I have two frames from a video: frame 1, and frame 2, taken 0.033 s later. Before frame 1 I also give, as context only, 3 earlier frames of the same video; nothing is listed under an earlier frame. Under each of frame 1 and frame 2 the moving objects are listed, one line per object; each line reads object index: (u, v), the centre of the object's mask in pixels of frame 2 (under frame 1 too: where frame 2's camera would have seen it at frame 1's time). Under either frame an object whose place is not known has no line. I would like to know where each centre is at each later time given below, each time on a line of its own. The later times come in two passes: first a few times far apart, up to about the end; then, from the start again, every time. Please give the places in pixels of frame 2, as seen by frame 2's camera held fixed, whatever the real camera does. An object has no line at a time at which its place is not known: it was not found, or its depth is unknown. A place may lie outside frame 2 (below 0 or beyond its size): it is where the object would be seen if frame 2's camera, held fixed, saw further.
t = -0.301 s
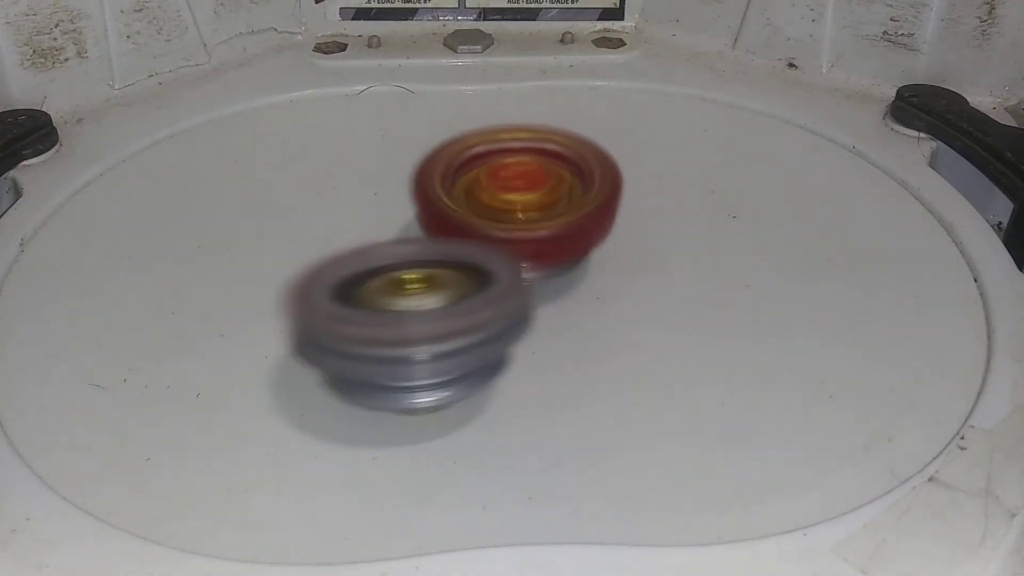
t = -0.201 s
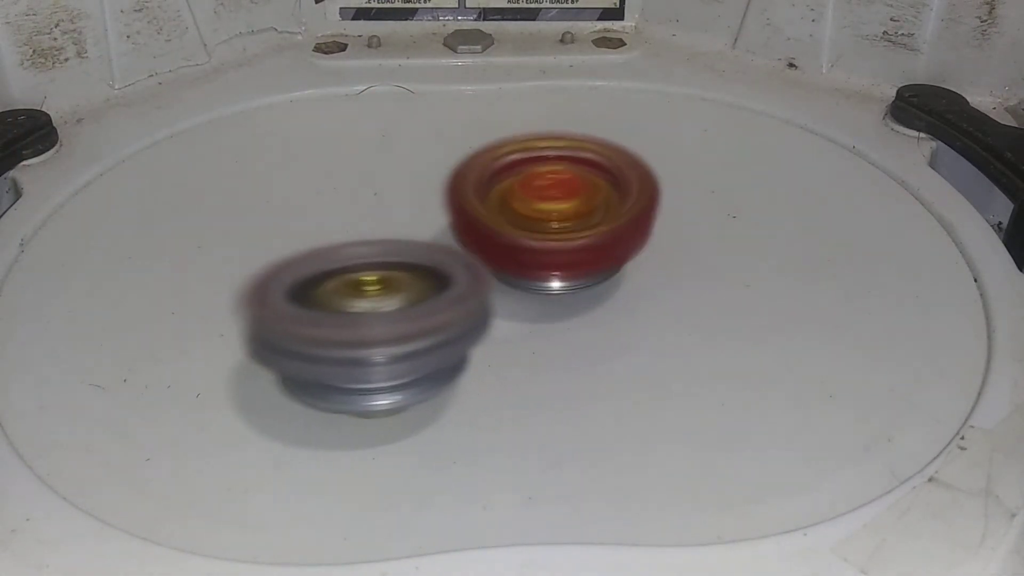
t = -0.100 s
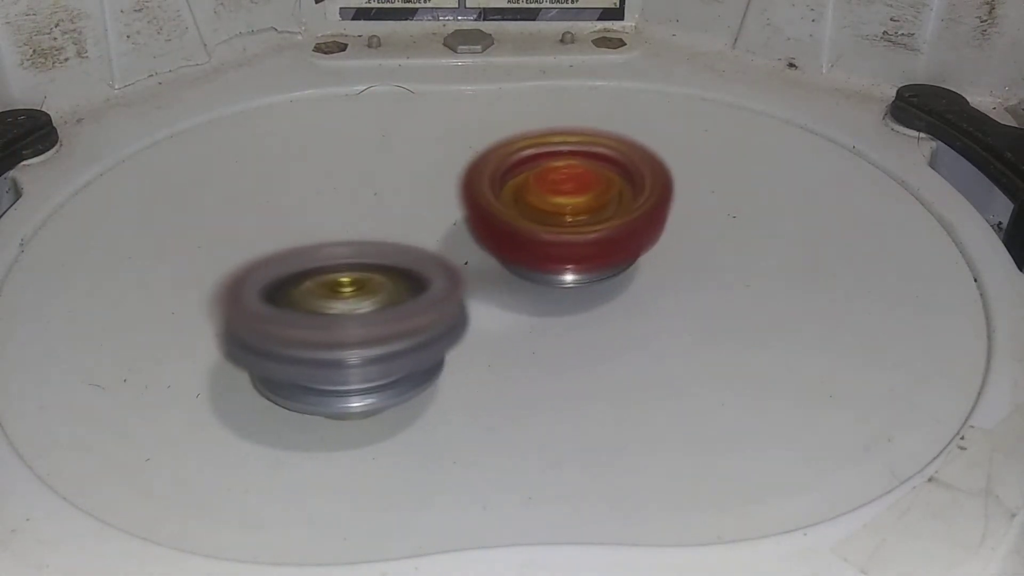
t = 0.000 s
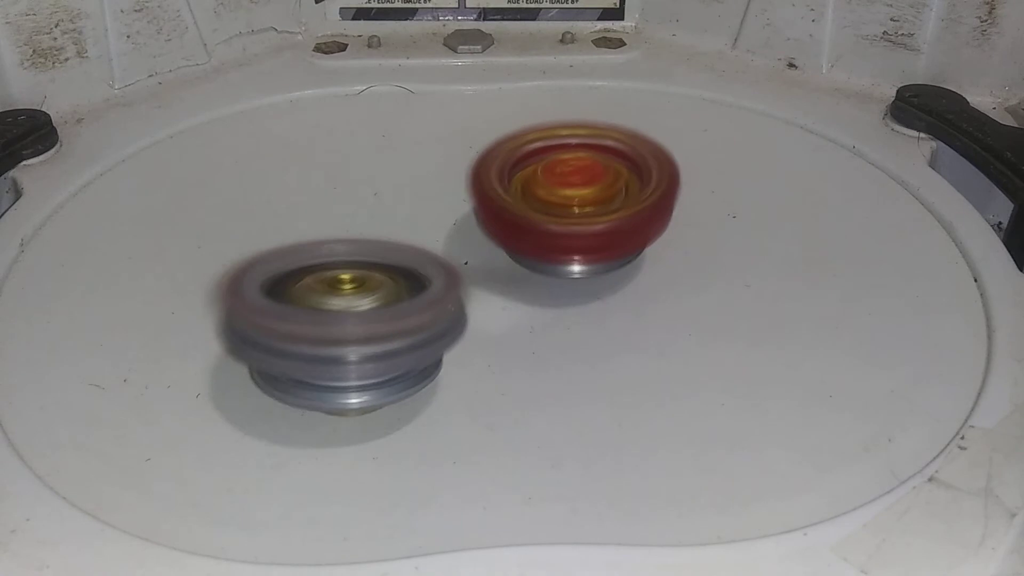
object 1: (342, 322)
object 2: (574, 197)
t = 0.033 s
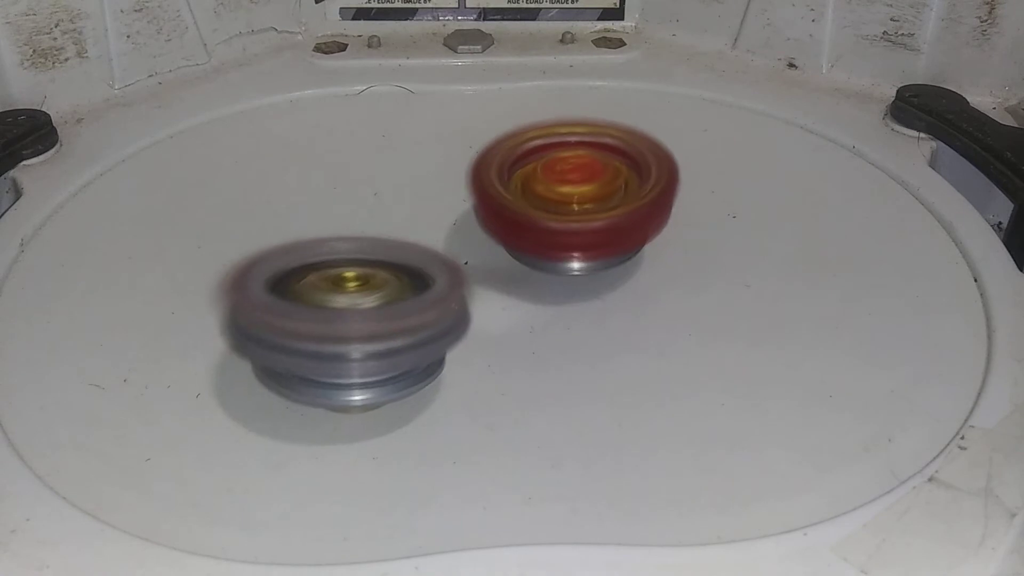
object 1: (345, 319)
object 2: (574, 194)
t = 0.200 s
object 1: (355, 299)
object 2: (552, 192)
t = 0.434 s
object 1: (297, 269)
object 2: (554, 220)
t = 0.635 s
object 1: (258, 251)
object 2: (586, 219)
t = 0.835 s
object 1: (272, 236)
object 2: (581, 209)
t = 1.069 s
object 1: (329, 188)
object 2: (550, 232)
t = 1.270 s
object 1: (359, 143)
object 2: (579, 251)
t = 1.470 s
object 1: (377, 114)
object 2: (595, 238)
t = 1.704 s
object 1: (390, 123)
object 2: (549, 224)
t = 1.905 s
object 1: (429, 143)
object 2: (544, 269)
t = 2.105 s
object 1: (501, 141)
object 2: (583, 270)
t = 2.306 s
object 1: (577, 124)
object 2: (601, 266)
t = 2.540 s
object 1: (605, 115)
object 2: (572, 255)
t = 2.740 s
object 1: (603, 129)
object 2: (504, 264)
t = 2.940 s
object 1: (643, 157)
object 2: (496, 270)
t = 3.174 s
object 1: (708, 189)
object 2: (435, 256)
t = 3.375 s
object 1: (731, 218)
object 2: (447, 263)
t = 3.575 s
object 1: (733, 246)
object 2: (421, 247)
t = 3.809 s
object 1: (700, 276)
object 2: (425, 223)
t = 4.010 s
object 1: (642, 294)
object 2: (411, 214)
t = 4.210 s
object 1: (608, 295)
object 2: (407, 208)
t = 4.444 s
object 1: (544, 301)
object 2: (419, 192)
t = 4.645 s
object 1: (519, 287)
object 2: (415, 175)
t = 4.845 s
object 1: (468, 286)
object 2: (416, 157)
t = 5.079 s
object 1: (423, 274)
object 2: (417, 147)
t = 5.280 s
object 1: (397, 278)
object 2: (440, 147)
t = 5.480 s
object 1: (387, 269)
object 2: (473, 154)
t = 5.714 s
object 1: (348, 295)
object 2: (570, 152)
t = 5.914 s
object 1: (363, 287)
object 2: (638, 141)
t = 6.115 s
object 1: (387, 269)
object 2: (678, 135)
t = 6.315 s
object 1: (417, 246)
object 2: (691, 143)
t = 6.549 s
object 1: (443, 207)
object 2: (686, 174)
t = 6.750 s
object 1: (457, 191)
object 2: (689, 222)
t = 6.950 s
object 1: (443, 173)
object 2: (740, 271)
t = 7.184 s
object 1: (442, 163)
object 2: (758, 301)
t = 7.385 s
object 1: (454, 163)
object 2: (726, 308)
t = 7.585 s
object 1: (469, 171)
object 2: (641, 306)
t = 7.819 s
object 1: (488, 164)
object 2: (537, 315)
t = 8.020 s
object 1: (511, 171)
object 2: (485, 312)
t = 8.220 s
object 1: (537, 174)
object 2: (396, 294)
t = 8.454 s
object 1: (551, 185)
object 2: (291, 261)
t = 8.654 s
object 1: (563, 198)
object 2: (255, 243)
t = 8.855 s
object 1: (573, 210)
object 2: (266, 229)
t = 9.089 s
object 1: (571, 225)
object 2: (340, 205)
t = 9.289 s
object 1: (584, 243)
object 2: (402, 172)
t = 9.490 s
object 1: (564, 244)
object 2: (437, 138)
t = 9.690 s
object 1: (542, 242)
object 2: (453, 127)
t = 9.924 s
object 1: (525, 265)
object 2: (490, 136)
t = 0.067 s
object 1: (350, 315)
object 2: (572, 192)
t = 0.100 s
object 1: (353, 311)
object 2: (567, 190)
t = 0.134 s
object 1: (356, 307)
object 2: (563, 190)
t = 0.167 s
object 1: (356, 303)
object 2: (557, 191)
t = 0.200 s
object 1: (355, 299)
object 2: (552, 192)
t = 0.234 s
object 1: (351, 294)
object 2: (548, 195)
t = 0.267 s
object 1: (345, 289)
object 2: (545, 198)
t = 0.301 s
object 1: (337, 285)
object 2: (543, 202)
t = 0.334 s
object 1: (328, 281)
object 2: (539, 205)
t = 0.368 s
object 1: (318, 277)
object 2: (538, 208)
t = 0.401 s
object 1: (307, 273)
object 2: (545, 214)
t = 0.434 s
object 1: (297, 269)
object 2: (554, 220)
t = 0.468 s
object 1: (288, 266)
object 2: (560, 221)
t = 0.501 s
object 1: (279, 262)
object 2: (565, 221)
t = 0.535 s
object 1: (272, 259)
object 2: (571, 221)
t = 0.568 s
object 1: (265, 256)
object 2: (577, 222)
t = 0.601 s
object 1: (261, 254)
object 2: (582, 221)
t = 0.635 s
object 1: (258, 251)
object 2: (586, 219)
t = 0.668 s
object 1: (256, 249)
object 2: (589, 218)
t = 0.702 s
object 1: (256, 246)
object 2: (591, 216)
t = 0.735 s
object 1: (258, 244)
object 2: (591, 214)
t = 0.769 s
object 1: (262, 242)
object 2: (589, 212)
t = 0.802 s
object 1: (266, 239)
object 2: (586, 210)
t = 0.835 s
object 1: (272, 236)
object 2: (581, 209)
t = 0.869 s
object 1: (280, 231)
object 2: (575, 209)
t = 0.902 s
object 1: (288, 226)
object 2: (568, 210)
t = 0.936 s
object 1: (297, 220)
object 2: (563, 212)
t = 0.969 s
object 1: (306, 213)
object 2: (558, 215)
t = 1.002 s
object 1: (315, 205)
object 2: (552, 217)
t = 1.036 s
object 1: (323, 197)
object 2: (548, 222)
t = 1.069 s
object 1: (329, 188)
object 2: (550, 232)
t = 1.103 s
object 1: (335, 180)
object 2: (553, 244)
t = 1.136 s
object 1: (340, 172)
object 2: (557, 250)
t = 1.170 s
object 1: (346, 164)
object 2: (561, 250)
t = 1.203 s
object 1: (350, 157)
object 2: (567, 250)
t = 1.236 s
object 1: (355, 150)
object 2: (573, 251)
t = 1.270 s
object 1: (359, 143)
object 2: (579, 251)
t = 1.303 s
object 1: (363, 135)
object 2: (585, 251)
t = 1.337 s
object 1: (368, 129)
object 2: (589, 249)
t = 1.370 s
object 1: (371, 123)
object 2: (593, 247)
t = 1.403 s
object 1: (373, 119)
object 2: (595, 244)
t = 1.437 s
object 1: (376, 116)
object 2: (596, 242)
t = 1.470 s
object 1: (377, 114)
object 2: (595, 238)
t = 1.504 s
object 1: (378, 113)
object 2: (592, 235)
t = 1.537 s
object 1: (379, 112)
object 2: (588, 231)
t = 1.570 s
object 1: (380, 113)
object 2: (582, 228)
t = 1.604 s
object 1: (382, 115)
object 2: (575, 226)
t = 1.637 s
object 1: (384, 117)
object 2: (567, 225)
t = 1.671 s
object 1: (386, 119)
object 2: (559, 225)
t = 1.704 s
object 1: (390, 123)
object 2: (549, 224)
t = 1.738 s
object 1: (394, 126)
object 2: (543, 227)
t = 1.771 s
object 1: (399, 129)
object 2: (541, 238)
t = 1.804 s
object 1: (404, 133)
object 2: (536, 255)
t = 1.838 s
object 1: (411, 137)
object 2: (531, 266)
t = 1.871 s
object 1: (420, 141)
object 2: (536, 269)
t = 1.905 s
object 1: (429, 143)
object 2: (544, 269)
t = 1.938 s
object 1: (440, 145)
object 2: (551, 269)
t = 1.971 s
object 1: (452, 147)
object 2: (559, 269)
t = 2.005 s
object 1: (464, 148)
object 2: (564, 270)
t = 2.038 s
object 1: (476, 145)
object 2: (570, 271)
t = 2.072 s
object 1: (489, 142)
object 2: (577, 271)
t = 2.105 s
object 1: (501, 141)
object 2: (583, 270)
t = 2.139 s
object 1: (515, 139)
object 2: (589, 269)
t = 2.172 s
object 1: (529, 138)
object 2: (593, 268)
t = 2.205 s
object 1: (545, 134)
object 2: (595, 269)
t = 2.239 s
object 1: (557, 130)
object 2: (598, 269)
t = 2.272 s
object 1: (569, 127)
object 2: (600, 267)
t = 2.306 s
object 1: (577, 124)
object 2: (601, 266)
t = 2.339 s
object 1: (585, 121)
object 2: (600, 264)
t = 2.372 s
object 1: (592, 118)
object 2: (597, 262)
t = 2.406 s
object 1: (597, 116)
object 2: (594, 260)
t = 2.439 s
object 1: (601, 115)
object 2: (590, 259)
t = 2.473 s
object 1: (603, 114)
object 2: (584, 257)
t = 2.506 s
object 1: (604, 114)
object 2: (578, 256)
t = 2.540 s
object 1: (605, 115)
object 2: (572, 255)
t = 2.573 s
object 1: (604, 116)
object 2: (563, 254)
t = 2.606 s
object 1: (603, 117)
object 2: (556, 254)
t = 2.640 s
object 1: (602, 118)
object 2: (549, 252)
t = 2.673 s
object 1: (603, 120)
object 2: (540, 251)
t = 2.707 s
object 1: (603, 124)
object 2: (526, 256)
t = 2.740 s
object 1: (603, 129)
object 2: (504, 264)
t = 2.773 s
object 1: (606, 134)
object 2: (487, 268)
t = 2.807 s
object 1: (611, 139)
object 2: (482, 269)
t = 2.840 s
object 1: (616, 143)
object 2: (483, 270)
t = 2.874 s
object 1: (623, 148)
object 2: (486, 270)
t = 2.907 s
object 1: (633, 153)
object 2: (491, 270)
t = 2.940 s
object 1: (643, 157)
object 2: (496, 270)
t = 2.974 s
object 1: (654, 162)
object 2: (499, 269)
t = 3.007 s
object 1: (664, 166)
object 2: (498, 267)
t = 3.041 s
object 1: (673, 171)
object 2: (492, 265)
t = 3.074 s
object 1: (682, 176)
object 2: (478, 263)
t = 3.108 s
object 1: (691, 180)
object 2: (460, 261)
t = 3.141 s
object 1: (700, 185)
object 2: (443, 258)
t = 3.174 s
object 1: (708, 189)
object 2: (435, 256)
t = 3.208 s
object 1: (716, 195)
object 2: (433, 255)
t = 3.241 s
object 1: (721, 201)
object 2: (435, 256)
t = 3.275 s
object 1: (724, 206)
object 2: (436, 258)
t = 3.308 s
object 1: (726, 210)
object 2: (438, 260)
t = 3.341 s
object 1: (729, 214)
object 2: (442, 262)
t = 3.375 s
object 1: (731, 218)
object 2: (447, 263)
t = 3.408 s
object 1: (734, 222)
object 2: (451, 261)
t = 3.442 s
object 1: (735, 227)
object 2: (446, 256)
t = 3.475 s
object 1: (735, 232)
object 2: (433, 248)
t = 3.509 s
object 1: (735, 237)
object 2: (423, 244)
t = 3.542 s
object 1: (734, 241)
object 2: (421, 244)
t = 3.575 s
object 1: (733, 246)
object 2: (421, 247)
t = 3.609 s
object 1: (732, 250)
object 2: (422, 248)
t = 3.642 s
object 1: (731, 254)
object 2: (426, 250)
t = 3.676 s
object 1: (728, 259)
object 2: (431, 251)
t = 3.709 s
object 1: (724, 263)
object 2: (434, 248)
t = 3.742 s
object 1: (718, 268)
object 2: (432, 241)
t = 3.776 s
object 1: (709, 272)
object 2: (429, 232)
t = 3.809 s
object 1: (700, 276)
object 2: (425, 223)
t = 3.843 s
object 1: (690, 279)
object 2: (422, 219)
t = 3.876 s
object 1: (680, 284)
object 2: (421, 219)
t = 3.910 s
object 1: (668, 288)
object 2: (419, 218)
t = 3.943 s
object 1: (657, 290)
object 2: (416, 217)
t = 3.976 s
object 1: (648, 292)
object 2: (413, 215)
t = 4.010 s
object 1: (642, 294)
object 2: (411, 214)
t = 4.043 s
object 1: (636, 296)
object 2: (409, 212)
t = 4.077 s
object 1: (632, 297)
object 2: (408, 211)
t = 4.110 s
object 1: (626, 297)
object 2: (407, 210)
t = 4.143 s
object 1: (621, 296)
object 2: (407, 208)
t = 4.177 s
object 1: (614, 295)
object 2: (406, 208)
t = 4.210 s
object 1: (608, 295)
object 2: (407, 208)
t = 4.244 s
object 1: (600, 295)
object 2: (409, 207)
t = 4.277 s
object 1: (590, 295)
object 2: (409, 206)
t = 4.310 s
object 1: (579, 296)
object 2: (410, 204)
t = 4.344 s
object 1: (567, 297)
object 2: (412, 203)
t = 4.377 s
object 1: (557, 297)
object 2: (414, 200)
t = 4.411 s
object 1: (551, 300)
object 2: (417, 196)
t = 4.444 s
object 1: (544, 301)
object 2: (419, 192)
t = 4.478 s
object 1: (539, 300)
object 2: (419, 189)
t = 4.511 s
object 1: (534, 297)
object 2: (419, 186)
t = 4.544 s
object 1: (531, 294)
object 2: (418, 183)
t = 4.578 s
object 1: (528, 291)
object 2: (417, 181)
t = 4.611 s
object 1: (525, 288)
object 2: (416, 178)
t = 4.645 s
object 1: (519, 287)
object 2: (415, 175)
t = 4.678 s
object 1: (510, 286)
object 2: (415, 172)
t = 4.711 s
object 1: (500, 284)
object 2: (415, 169)
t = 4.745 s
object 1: (491, 284)
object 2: (416, 165)
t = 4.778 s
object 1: (484, 286)
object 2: (417, 162)
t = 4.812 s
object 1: (476, 287)
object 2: (416, 160)
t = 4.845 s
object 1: (468, 286)
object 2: (416, 157)
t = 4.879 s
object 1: (460, 284)
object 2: (415, 155)
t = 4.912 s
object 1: (452, 282)
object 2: (415, 152)
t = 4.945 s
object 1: (445, 280)
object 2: (415, 150)
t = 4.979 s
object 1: (439, 277)
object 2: (415, 149)
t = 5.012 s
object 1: (434, 276)
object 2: (415, 148)
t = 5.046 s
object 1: (428, 275)
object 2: (416, 147)
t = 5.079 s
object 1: (423, 274)
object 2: (417, 147)
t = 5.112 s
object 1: (415, 276)
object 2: (420, 147)
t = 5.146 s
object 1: (407, 279)
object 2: (425, 147)
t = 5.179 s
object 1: (402, 279)
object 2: (428, 146)
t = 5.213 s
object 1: (400, 280)
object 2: (432, 146)
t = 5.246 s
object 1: (399, 279)
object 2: (436, 146)
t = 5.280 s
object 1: (397, 278)
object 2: (440, 147)
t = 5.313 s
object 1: (396, 278)
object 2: (444, 148)
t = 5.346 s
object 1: (394, 276)
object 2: (448, 149)
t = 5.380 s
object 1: (394, 273)
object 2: (453, 150)
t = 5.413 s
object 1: (392, 271)
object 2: (458, 151)
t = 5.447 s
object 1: (390, 270)
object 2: (465, 151)
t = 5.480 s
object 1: (387, 269)
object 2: (473, 154)
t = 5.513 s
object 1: (374, 277)
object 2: (487, 158)
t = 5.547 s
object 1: (358, 287)
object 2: (503, 156)
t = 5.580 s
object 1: (351, 292)
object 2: (516, 154)
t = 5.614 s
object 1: (348, 294)
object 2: (531, 153)
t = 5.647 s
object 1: (347, 295)
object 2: (545, 153)
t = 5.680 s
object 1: (347, 295)
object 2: (558, 152)
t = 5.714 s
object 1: (348, 295)
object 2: (570, 152)
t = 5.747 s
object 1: (349, 294)
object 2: (584, 150)
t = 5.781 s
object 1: (352, 293)
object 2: (596, 149)
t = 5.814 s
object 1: (354, 292)
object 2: (608, 147)
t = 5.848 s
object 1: (357, 291)
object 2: (618, 145)
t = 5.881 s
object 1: (359, 289)
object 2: (628, 143)
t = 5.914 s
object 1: (363, 287)
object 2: (638, 141)
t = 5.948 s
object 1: (366, 285)
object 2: (647, 140)
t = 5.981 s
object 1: (371, 282)
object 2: (654, 138)
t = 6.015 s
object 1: (374, 279)
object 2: (661, 137)
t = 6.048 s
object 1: (378, 276)
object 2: (668, 136)
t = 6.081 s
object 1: (382, 272)
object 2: (673, 135)
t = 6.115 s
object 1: (387, 269)
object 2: (678, 135)
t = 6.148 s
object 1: (391, 265)
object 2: (681, 135)
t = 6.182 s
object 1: (396, 262)
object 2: (684, 136)
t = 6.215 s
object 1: (402, 258)
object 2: (686, 137)
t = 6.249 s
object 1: (407, 254)
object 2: (688, 139)
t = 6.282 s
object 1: (412, 250)
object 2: (690, 141)
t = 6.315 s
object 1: (417, 246)
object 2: (691, 143)
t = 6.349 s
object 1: (421, 242)
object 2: (692, 146)
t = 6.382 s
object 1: (427, 238)
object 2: (692, 150)
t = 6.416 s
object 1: (432, 235)
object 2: (692, 154)
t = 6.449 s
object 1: (435, 229)
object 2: (691, 158)
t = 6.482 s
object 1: (437, 221)
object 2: (690, 163)
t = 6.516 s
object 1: (439, 214)
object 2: (688, 168)
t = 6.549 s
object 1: (443, 207)
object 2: (686, 174)
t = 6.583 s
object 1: (449, 202)
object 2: (683, 181)
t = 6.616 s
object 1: (454, 199)
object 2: (680, 188)
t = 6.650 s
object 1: (460, 197)
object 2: (677, 195)
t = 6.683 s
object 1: (461, 194)
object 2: (678, 203)
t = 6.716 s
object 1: (463, 193)
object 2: (679, 211)
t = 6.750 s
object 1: (457, 191)
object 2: (689, 222)
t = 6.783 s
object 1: (452, 188)
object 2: (700, 232)
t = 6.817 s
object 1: (449, 185)
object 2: (709, 241)
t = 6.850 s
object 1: (448, 182)
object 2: (718, 250)
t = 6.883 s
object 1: (446, 179)
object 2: (726, 257)
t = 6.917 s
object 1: (444, 176)
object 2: (733, 265)
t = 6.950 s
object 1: (443, 173)
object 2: (740, 271)
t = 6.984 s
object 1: (442, 171)
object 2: (746, 277)
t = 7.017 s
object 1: (441, 169)
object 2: (750, 283)
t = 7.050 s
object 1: (441, 167)
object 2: (754, 288)
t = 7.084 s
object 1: (441, 166)
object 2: (757, 292)
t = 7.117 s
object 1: (441, 165)
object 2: (758, 296)
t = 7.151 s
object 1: (442, 164)
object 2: (759, 298)
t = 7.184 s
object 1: (442, 163)
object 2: (758, 301)
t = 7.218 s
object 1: (444, 163)
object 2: (756, 303)
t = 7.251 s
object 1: (446, 162)
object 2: (753, 304)
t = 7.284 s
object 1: (448, 162)
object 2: (749, 306)
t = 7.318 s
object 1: (450, 162)
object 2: (742, 307)
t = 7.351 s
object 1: (452, 162)
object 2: (735, 308)
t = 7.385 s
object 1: (454, 163)
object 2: (726, 308)
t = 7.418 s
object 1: (456, 163)
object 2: (714, 309)
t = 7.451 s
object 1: (458, 163)
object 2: (701, 309)
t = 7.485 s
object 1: (460, 164)
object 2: (688, 309)
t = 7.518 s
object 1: (463, 166)
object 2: (673, 308)
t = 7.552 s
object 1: (466, 169)
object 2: (657, 307)
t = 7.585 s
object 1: (469, 171)
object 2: (641, 306)
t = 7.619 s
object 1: (472, 174)
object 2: (623, 304)
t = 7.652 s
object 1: (475, 175)
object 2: (605, 303)
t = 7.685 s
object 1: (477, 176)
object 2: (587, 301)
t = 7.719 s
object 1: (480, 174)
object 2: (571, 303)
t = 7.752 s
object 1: (482, 171)
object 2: (559, 310)
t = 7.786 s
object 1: (485, 166)
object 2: (548, 313)
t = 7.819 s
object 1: (488, 164)
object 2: (537, 315)
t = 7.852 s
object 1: (491, 165)
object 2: (529, 317)
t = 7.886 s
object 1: (495, 166)
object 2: (521, 318)
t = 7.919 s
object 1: (498, 169)
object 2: (513, 317)
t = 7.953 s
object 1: (502, 170)
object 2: (506, 316)
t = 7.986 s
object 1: (506, 171)
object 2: (498, 313)
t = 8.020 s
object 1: (511, 171)
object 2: (485, 312)
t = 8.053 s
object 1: (518, 169)
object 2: (470, 312)
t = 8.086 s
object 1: (524, 168)
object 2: (455, 310)
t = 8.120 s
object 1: (529, 168)
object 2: (441, 307)
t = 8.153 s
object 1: (533, 169)
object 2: (426, 303)
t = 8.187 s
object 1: (535, 172)
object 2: (410, 299)
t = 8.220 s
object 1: (537, 174)
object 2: (396, 294)
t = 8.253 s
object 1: (536, 177)
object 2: (381, 290)
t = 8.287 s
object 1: (536, 179)
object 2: (366, 284)
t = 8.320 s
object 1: (538, 181)
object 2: (350, 278)
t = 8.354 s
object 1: (540, 180)
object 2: (334, 274)
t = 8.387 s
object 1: (544, 181)
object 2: (318, 269)
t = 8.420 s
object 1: (548, 183)
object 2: (303, 265)
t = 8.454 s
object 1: (551, 185)
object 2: (291, 261)
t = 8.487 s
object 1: (553, 188)
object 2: (280, 258)
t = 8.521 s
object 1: (555, 192)
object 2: (271, 255)
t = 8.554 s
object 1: (556, 194)
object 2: (264, 252)
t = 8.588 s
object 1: (556, 195)
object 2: (260, 249)
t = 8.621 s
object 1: (559, 197)
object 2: (257, 246)
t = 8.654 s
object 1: (563, 198)
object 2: (255, 243)
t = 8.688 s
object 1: (568, 199)
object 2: (255, 241)
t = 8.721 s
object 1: (572, 200)
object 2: (255, 239)
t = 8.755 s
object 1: (575, 202)
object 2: (256, 236)
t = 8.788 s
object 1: (575, 204)
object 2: (258, 234)
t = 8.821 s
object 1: (575, 207)
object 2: (262, 231)
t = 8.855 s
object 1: (573, 210)
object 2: (266, 229)
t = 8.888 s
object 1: (570, 212)
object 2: (272, 226)
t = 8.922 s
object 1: (569, 215)
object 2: (280, 223)
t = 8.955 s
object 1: (569, 217)
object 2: (290, 221)
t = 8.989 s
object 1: (569, 219)
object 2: (301, 217)
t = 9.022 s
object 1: (570, 221)
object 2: (313, 214)
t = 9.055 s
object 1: (570, 223)
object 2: (327, 209)
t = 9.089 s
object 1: (571, 225)
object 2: (340, 205)
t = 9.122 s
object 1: (571, 228)
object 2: (354, 201)
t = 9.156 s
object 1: (571, 230)
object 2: (366, 197)
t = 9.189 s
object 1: (574, 233)
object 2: (377, 191)
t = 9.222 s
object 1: (581, 237)
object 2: (385, 185)
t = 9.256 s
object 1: (584, 240)
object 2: (394, 178)
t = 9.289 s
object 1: (584, 243)
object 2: (402, 172)
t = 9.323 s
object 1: (582, 243)
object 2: (410, 165)
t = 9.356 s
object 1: (579, 246)
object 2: (417, 159)
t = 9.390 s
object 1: (576, 246)
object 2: (423, 152)
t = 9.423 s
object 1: (572, 246)
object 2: (428, 147)
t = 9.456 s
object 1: (568, 246)
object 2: (433, 142)
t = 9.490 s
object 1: (564, 244)
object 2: (437, 138)
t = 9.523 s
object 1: (560, 243)
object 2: (441, 134)
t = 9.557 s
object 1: (556, 243)
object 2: (444, 131)
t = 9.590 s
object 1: (552, 242)
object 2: (446, 130)
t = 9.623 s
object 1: (548, 241)
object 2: (448, 129)
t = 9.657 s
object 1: (544, 241)
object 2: (450, 128)
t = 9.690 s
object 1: (542, 242)
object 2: (453, 127)
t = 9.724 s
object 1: (541, 245)
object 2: (456, 127)
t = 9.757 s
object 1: (539, 249)
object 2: (460, 128)
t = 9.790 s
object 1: (535, 251)
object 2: (464, 130)
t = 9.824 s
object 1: (533, 252)
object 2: (469, 131)
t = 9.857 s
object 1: (529, 254)
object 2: (476, 132)
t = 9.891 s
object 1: (527, 262)
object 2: (484, 135)
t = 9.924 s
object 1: (525, 265)
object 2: (490, 136)
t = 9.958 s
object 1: (523, 267)
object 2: (497, 139)
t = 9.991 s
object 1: (520, 269)
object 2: (507, 141)
